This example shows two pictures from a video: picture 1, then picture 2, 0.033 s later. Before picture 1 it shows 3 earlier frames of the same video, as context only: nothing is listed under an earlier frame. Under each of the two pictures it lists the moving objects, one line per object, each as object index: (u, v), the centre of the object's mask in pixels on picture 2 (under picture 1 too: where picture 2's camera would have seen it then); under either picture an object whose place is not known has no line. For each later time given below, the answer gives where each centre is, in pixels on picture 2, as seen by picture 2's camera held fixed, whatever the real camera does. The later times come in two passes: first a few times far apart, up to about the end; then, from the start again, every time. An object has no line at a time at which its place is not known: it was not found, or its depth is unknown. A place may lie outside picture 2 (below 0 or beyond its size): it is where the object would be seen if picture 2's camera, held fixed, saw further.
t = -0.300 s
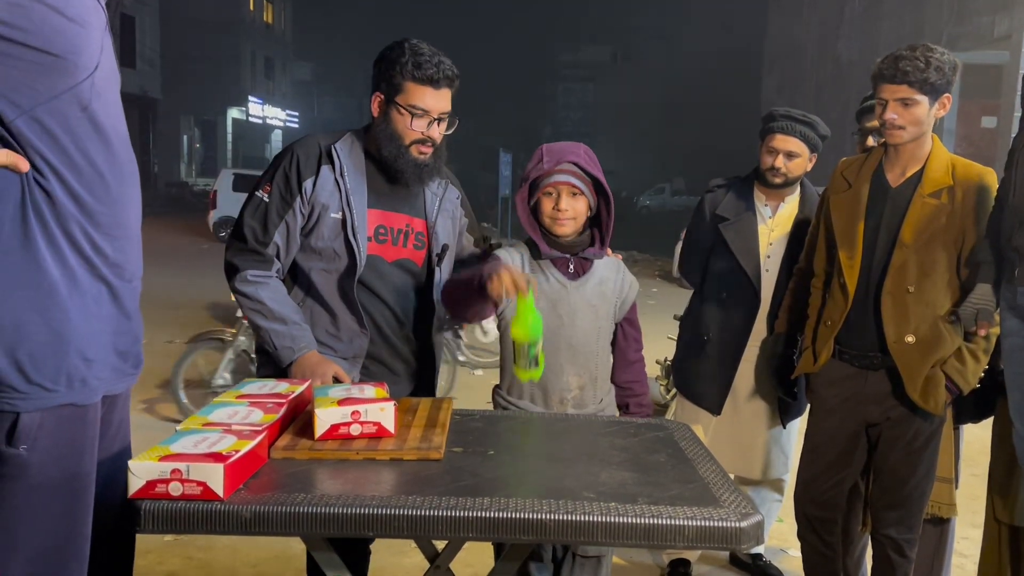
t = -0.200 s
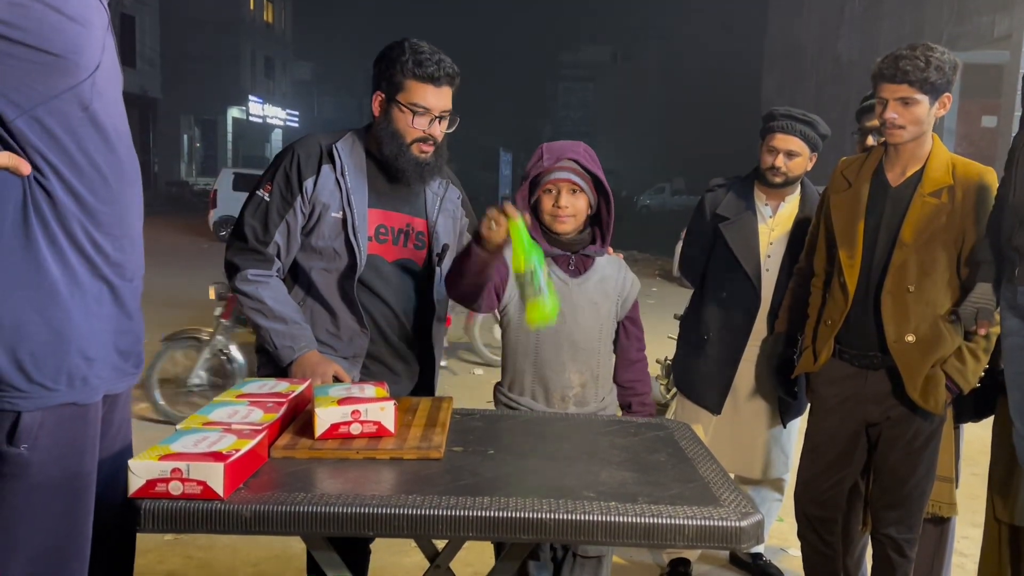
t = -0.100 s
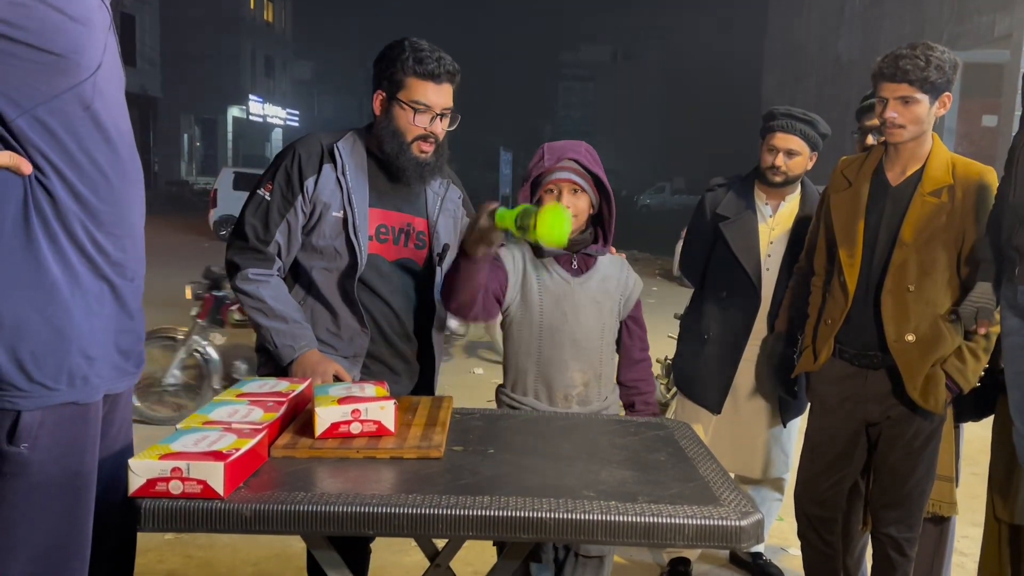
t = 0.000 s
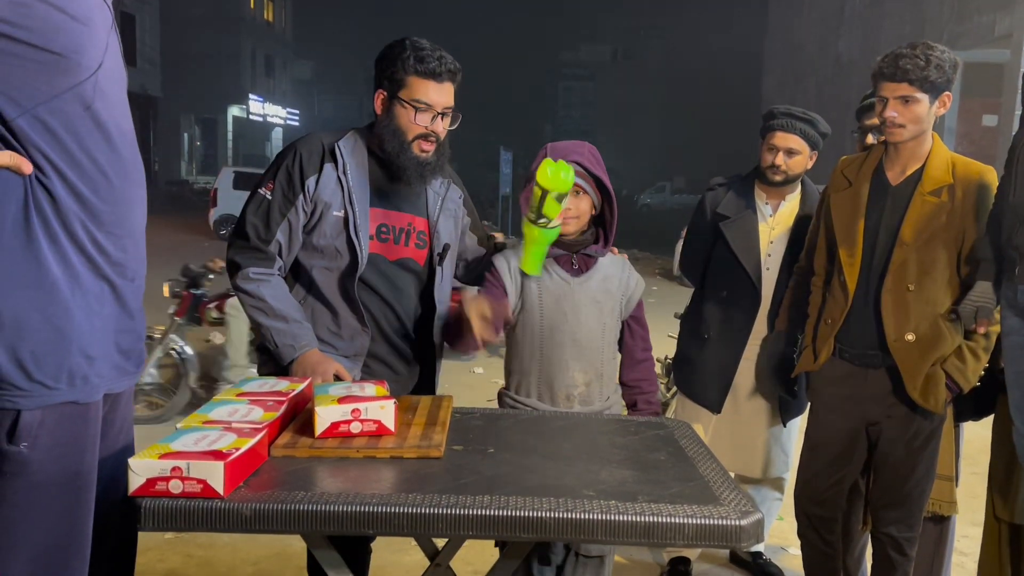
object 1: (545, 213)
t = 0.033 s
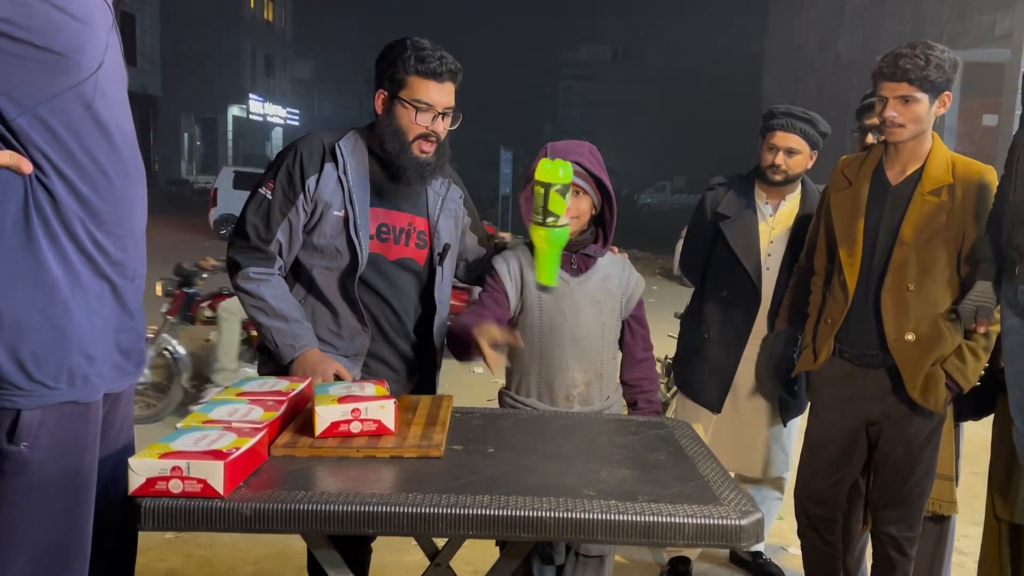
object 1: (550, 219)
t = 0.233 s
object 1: (566, 340)
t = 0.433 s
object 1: (586, 459)
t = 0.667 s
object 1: (628, 463)
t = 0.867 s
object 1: (661, 469)
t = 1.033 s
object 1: (679, 473)
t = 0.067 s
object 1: (556, 225)
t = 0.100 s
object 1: (561, 236)
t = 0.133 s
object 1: (564, 252)
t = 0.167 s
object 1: (567, 274)
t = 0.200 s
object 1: (569, 303)
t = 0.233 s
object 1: (566, 340)
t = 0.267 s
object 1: (564, 385)
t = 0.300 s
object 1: (572, 438)
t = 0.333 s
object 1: (568, 451)
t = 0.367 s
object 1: (572, 453)
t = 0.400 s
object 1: (579, 456)
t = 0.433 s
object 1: (586, 459)
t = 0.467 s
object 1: (590, 460)
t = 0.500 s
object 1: (595, 461)
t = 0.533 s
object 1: (601, 461)
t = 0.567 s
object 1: (607, 460)
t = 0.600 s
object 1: (614, 461)
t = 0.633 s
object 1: (621, 462)
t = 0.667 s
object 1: (628, 463)
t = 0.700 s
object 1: (634, 464)
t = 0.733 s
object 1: (640, 465)
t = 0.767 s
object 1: (645, 466)
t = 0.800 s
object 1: (650, 467)
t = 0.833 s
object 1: (655, 468)
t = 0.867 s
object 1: (661, 469)
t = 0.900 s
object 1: (666, 470)
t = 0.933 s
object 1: (670, 471)
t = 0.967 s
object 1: (673, 472)
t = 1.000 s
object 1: (676, 472)
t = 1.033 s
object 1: (679, 473)
